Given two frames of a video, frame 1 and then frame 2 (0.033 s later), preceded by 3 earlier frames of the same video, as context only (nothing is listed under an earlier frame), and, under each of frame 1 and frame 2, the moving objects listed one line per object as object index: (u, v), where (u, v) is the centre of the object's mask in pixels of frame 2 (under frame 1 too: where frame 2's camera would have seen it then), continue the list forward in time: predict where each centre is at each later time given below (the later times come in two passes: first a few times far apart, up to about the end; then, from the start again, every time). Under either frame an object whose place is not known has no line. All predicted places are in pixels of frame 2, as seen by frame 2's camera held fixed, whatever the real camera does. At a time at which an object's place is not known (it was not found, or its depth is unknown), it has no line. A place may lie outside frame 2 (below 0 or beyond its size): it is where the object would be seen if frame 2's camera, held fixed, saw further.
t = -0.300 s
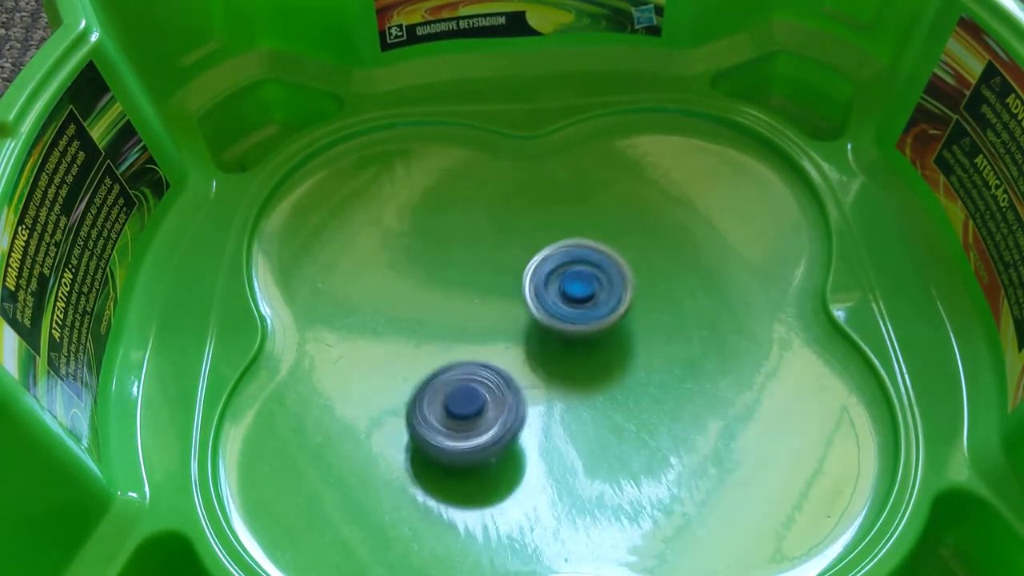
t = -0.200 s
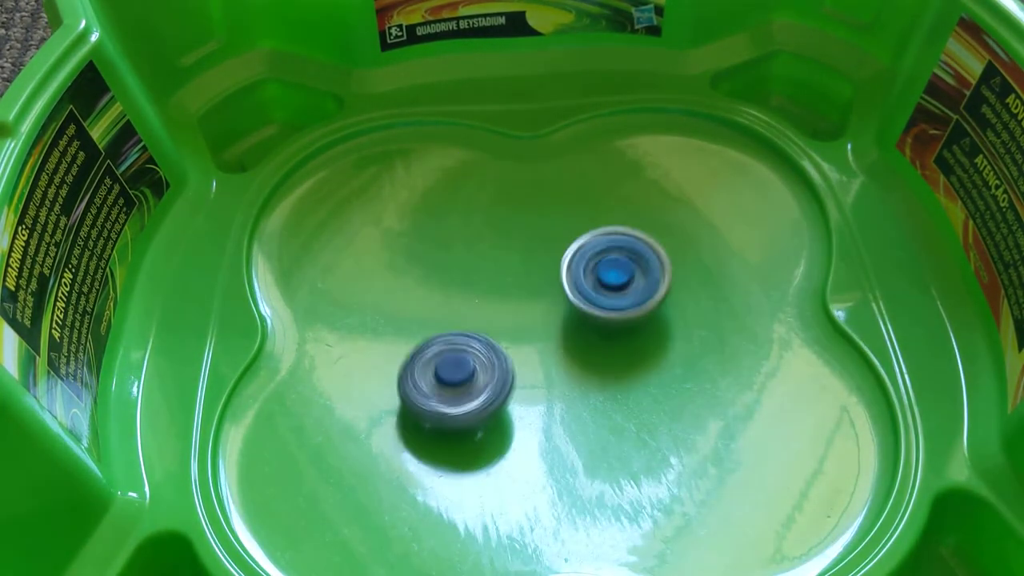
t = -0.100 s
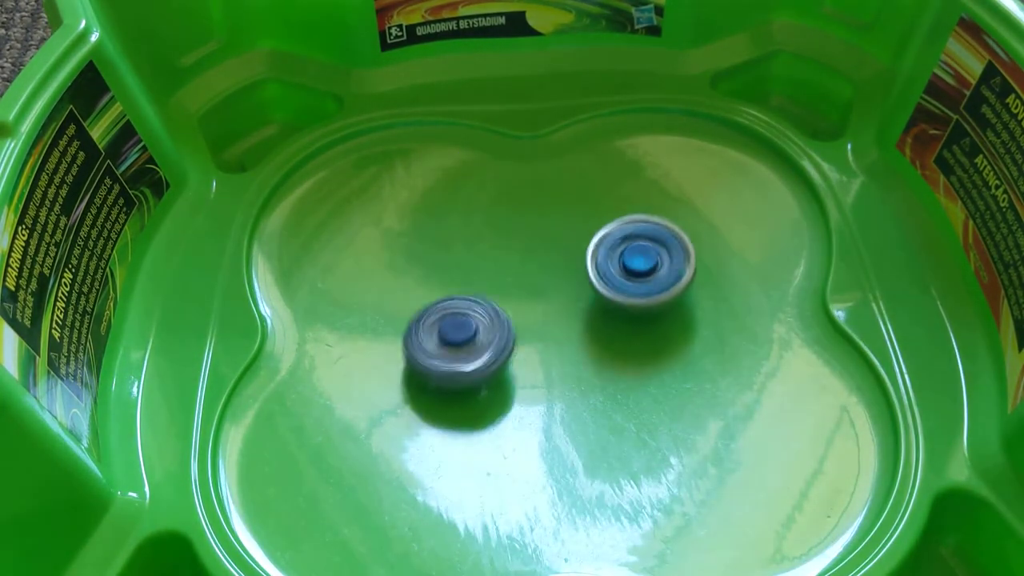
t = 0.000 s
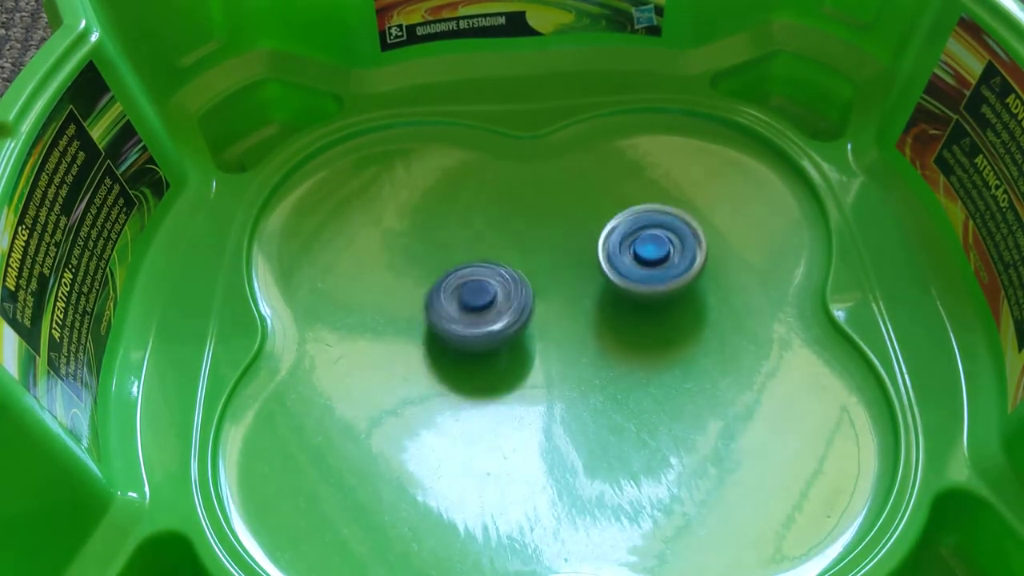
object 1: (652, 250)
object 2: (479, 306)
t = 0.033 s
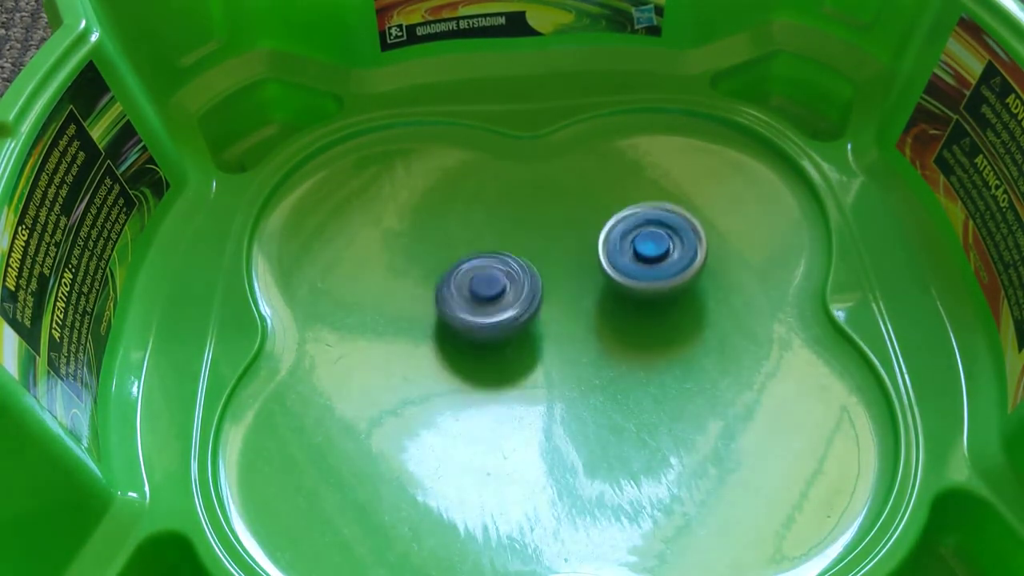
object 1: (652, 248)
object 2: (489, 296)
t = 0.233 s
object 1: (645, 271)
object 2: (523, 266)
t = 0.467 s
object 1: (685, 337)
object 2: (540, 270)
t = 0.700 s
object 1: (705, 379)
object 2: (532, 330)
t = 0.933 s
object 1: (654, 396)
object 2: (468, 350)
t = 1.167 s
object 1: (554, 396)
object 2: (477, 310)
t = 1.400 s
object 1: (469, 434)
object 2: (567, 297)
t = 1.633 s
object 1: (435, 457)
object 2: (606, 353)
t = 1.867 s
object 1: (388, 437)
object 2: (596, 358)
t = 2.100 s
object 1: (323, 424)
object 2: (624, 318)
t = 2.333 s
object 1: (351, 377)
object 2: (590, 320)
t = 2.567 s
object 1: (403, 327)
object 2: (554, 298)
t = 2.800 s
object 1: (408, 301)
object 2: (620, 285)
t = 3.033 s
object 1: (477, 274)
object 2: (572, 340)
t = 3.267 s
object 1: (469, 224)
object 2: (557, 399)
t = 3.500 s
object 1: (510, 238)
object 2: (481, 378)
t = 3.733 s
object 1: (624, 240)
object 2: (419, 349)
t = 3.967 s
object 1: (719, 220)
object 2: (399, 325)
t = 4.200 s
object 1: (772, 245)
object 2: (489, 311)
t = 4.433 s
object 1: (765, 302)
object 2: (577, 325)
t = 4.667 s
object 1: (735, 365)
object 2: (574, 342)
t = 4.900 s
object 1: (678, 418)
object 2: (548, 325)
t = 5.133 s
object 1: (579, 432)
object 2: (582, 292)
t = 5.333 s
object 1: (498, 418)
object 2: (608, 303)
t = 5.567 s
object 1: (430, 371)
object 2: (549, 334)
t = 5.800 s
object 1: (279, 330)
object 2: (614, 304)
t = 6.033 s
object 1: (333, 327)
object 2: (587, 335)
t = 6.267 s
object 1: (405, 288)
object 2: (558, 334)
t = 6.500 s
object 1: (461, 254)
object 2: (558, 341)
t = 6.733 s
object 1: (508, 191)
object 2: (565, 399)
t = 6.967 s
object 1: (561, 183)
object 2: (523, 393)
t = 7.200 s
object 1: (606, 226)
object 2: (515, 336)
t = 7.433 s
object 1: (672, 274)
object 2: (472, 320)
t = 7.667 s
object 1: (648, 335)
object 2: (473, 292)
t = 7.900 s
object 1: (584, 389)
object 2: (521, 285)
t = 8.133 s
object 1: (544, 414)
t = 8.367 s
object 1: (466, 447)
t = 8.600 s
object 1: (460, 391)
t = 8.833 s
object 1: (489, 339)
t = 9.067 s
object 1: (521, 311)
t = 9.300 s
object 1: (563, 293)
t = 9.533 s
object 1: (612, 305)
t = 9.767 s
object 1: (635, 333)
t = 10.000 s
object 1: (607, 355)
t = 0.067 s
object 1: (650, 246)
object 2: (499, 287)
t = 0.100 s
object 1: (645, 246)
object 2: (510, 279)
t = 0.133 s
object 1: (639, 250)
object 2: (522, 274)
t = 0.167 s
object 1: (640, 253)
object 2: (523, 270)
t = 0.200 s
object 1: (645, 265)
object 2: (520, 267)
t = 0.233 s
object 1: (645, 271)
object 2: (523, 266)
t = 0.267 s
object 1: (645, 279)
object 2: (529, 266)
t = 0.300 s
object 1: (644, 287)
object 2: (536, 266)
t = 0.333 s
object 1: (653, 298)
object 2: (538, 265)
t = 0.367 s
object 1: (665, 310)
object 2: (535, 263)
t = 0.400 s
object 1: (673, 321)
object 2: (534, 263)
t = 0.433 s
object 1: (679, 330)
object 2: (536, 266)
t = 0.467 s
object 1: (685, 337)
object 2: (540, 270)
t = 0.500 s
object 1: (690, 345)
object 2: (543, 275)
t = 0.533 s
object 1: (694, 351)
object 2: (546, 282)
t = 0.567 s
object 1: (699, 358)
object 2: (547, 291)
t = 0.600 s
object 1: (702, 363)
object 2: (547, 301)
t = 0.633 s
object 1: (704, 369)
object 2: (544, 311)
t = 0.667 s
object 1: (705, 374)
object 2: (539, 321)
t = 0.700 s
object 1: (705, 379)
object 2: (532, 330)
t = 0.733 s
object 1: (703, 383)
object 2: (525, 337)
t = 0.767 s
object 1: (700, 387)
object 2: (517, 344)
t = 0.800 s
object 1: (693, 390)
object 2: (507, 349)
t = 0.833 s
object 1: (685, 393)
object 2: (497, 351)
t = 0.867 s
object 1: (676, 395)
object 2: (487, 353)
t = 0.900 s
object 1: (666, 396)
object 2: (477, 353)
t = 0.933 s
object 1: (654, 396)
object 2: (468, 350)
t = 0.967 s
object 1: (641, 397)
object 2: (461, 347)
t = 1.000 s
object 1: (627, 397)
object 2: (454, 342)
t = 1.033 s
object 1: (614, 396)
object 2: (451, 335)
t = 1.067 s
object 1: (599, 396)
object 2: (452, 328)
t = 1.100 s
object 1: (585, 395)
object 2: (456, 321)
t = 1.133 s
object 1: (570, 394)
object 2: (465, 314)
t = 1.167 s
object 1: (554, 396)
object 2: (477, 310)
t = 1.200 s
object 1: (539, 396)
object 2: (490, 307)
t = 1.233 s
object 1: (524, 396)
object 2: (505, 306)
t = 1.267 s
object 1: (512, 399)
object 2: (519, 306)
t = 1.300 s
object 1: (499, 412)
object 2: (532, 299)
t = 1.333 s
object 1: (488, 420)
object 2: (544, 295)
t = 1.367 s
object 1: (478, 428)
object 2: (556, 295)
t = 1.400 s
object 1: (469, 434)
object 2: (567, 297)
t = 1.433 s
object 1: (460, 440)
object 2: (577, 301)
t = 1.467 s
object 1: (453, 445)
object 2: (587, 307)
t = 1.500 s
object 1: (447, 450)
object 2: (594, 315)
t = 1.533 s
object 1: (443, 453)
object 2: (601, 323)
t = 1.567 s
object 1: (439, 455)
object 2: (605, 332)
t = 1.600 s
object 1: (436, 457)
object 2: (607, 342)
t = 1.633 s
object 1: (435, 457)
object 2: (606, 353)
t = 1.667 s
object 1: (435, 455)
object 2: (601, 363)
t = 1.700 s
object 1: (438, 450)
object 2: (594, 371)
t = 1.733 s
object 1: (442, 445)
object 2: (584, 379)
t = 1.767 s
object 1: (447, 438)
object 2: (572, 386)
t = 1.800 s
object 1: (449, 431)
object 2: (561, 388)
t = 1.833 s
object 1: (413, 436)
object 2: (580, 373)
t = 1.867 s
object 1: (388, 437)
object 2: (596, 358)
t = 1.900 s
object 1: (370, 438)
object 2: (607, 345)
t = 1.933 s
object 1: (358, 435)
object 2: (614, 335)
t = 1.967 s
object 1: (347, 435)
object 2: (619, 327)
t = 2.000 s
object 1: (339, 432)
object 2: (622, 323)
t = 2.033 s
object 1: (332, 431)
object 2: (623, 320)
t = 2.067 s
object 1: (326, 427)
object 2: (624, 318)
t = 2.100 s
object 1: (323, 424)
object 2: (624, 318)
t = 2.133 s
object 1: (322, 418)
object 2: (623, 318)
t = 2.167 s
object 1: (321, 413)
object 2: (620, 318)
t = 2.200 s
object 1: (323, 406)
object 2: (617, 319)
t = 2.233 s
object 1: (328, 400)
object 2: (611, 319)
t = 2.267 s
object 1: (333, 392)
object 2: (606, 320)
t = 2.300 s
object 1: (341, 385)
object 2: (599, 320)
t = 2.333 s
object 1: (351, 377)
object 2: (590, 320)
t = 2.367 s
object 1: (361, 369)
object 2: (581, 320)
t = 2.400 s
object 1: (372, 361)
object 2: (572, 320)
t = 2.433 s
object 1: (385, 353)
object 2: (562, 319)
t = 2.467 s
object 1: (398, 344)
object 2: (551, 318)
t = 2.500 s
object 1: (411, 335)
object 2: (540, 315)
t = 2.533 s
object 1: (422, 328)
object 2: (533, 310)
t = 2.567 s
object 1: (403, 327)
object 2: (554, 298)
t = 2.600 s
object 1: (389, 324)
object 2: (573, 288)
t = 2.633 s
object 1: (383, 322)
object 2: (588, 280)
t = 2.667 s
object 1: (383, 318)
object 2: (598, 275)
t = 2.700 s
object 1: (387, 315)
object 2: (606, 274)
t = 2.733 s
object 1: (392, 309)
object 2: (611, 275)
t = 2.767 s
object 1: (400, 305)
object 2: (617, 278)
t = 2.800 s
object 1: (408, 301)
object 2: (620, 285)
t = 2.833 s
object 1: (416, 297)
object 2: (619, 293)
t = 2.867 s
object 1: (426, 295)
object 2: (617, 302)
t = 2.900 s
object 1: (436, 291)
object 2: (611, 310)
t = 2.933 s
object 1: (447, 288)
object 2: (602, 319)
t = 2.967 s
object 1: (458, 284)
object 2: (591, 327)
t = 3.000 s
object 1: (469, 280)
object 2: (578, 332)
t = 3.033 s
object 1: (477, 274)
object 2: (572, 340)
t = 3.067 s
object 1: (468, 258)
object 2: (581, 356)
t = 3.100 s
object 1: (463, 247)
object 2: (588, 370)
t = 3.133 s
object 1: (463, 239)
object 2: (589, 380)
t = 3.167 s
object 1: (464, 233)
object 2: (586, 387)
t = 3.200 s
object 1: (464, 229)
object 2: (579, 393)
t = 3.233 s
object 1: (466, 226)
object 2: (568, 396)
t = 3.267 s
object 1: (469, 224)
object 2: (557, 399)
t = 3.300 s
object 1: (472, 222)
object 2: (546, 401)
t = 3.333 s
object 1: (477, 222)
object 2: (534, 401)
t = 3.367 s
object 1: (482, 223)
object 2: (521, 399)
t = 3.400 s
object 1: (488, 225)
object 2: (510, 396)
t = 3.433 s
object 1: (495, 230)
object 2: (499, 392)
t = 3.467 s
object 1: (502, 234)
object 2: (489, 385)
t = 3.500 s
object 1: (510, 238)
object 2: (481, 378)
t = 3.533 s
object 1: (517, 243)
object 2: (475, 369)
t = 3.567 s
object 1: (526, 251)
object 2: (470, 360)
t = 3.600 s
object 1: (535, 256)
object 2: (468, 351)
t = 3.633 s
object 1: (544, 262)
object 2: (468, 342)
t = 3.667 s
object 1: (558, 265)
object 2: (463, 335)
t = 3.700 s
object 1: (594, 251)
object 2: (439, 344)
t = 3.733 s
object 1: (624, 240)
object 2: (419, 349)
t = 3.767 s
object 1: (649, 233)
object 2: (405, 352)
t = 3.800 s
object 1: (667, 228)
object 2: (397, 352)
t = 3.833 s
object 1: (679, 225)
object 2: (393, 349)
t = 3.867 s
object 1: (690, 224)
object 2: (390, 344)
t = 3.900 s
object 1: (699, 221)
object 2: (390, 338)
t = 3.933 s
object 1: (709, 220)
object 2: (393, 331)
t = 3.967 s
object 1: (719, 220)
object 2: (399, 325)
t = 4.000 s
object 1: (728, 220)
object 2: (408, 320)
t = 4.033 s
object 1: (737, 223)
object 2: (420, 315)
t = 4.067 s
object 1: (746, 226)
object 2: (433, 313)
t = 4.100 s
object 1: (753, 229)
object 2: (446, 311)
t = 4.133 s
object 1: (761, 234)
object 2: (461, 310)
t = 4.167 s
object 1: (768, 239)
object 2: (476, 310)
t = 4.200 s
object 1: (772, 245)
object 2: (489, 311)
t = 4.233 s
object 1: (777, 253)
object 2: (503, 312)
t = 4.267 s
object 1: (780, 259)
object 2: (517, 314)
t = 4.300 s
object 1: (780, 267)
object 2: (530, 316)
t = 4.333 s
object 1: (780, 276)
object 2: (542, 318)
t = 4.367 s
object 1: (777, 283)
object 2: (555, 321)
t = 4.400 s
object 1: (771, 293)
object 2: (566, 323)
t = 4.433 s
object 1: (765, 302)
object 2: (577, 325)
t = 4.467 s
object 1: (757, 311)
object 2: (587, 328)
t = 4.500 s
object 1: (747, 321)
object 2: (597, 332)
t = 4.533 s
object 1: (736, 329)
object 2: (605, 335)
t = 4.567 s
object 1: (730, 337)
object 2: (608, 337)
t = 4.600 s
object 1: (735, 347)
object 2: (596, 338)
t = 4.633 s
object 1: (737, 356)
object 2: (585, 339)
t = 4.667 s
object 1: (735, 365)
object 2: (574, 342)
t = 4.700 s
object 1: (731, 374)
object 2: (563, 341)
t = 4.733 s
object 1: (726, 382)
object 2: (556, 341)
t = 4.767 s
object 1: (718, 390)
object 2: (550, 340)
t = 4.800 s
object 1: (710, 399)
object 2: (547, 338)
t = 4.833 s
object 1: (700, 405)
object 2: (545, 334)
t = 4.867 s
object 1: (690, 412)
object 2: (546, 330)
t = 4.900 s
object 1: (678, 418)
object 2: (548, 325)
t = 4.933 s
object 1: (665, 421)
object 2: (552, 319)
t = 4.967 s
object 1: (651, 425)
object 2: (555, 314)
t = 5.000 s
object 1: (637, 428)
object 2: (561, 308)
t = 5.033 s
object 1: (622, 431)
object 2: (565, 303)
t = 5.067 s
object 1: (608, 430)
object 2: (571, 299)
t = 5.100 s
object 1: (593, 430)
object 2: (576, 295)
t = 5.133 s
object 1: (579, 432)
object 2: (582, 292)
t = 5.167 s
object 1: (565, 431)
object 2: (587, 290)
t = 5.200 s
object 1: (550, 429)
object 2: (594, 289)
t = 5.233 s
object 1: (537, 426)
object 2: (599, 289)
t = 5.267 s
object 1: (523, 423)
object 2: (604, 292)
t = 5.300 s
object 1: (510, 422)
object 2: (606, 296)
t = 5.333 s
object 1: (498, 418)
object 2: (608, 303)
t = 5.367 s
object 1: (485, 412)
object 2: (604, 309)
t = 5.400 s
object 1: (474, 407)
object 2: (600, 317)
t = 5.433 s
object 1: (464, 401)
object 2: (591, 323)
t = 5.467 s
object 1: (454, 395)
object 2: (583, 327)
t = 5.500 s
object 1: (446, 388)
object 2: (572, 331)
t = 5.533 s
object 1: (437, 380)
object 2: (562, 333)
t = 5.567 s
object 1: (430, 371)
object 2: (549, 334)
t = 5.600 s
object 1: (425, 363)
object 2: (539, 336)
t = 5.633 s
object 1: (416, 352)
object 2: (531, 334)
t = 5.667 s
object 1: (372, 350)
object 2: (556, 325)
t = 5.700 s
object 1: (335, 346)
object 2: (577, 315)
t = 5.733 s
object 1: (310, 340)
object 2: (595, 309)
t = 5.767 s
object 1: (292, 333)
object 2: (606, 304)
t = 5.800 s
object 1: (279, 330)
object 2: (614, 304)
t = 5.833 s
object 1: (272, 328)
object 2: (619, 305)
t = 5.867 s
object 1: (270, 328)
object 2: (620, 310)
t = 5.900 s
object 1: (278, 328)
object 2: (620, 315)
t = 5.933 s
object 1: (290, 330)
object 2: (614, 322)
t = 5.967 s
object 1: (302, 330)
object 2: (607, 327)
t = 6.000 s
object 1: (318, 329)
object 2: (598, 331)
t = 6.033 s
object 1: (333, 327)
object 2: (587, 335)
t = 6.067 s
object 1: (348, 324)
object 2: (577, 335)
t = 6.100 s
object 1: (365, 320)
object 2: (565, 336)
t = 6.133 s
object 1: (382, 316)
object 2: (554, 335)
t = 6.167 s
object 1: (398, 311)
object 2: (543, 334)
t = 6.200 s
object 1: (413, 305)
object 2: (533, 332)
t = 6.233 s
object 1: (412, 297)
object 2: (542, 332)
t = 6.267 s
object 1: (405, 288)
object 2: (558, 334)
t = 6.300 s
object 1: (406, 278)
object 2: (569, 336)
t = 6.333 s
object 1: (412, 273)
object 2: (574, 336)
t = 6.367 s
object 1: (421, 267)
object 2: (576, 338)
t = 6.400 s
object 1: (430, 262)
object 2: (574, 337)
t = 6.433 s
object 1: (440, 260)
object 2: (569, 339)
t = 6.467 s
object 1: (451, 256)
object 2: (565, 341)
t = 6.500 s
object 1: (461, 254)
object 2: (558, 341)
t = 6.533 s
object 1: (473, 253)
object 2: (551, 341)
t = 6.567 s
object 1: (484, 252)
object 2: (544, 339)
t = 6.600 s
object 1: (492, 244)
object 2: (544, 347)
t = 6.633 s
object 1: (492, 223)
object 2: (553, 366)
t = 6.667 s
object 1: (495, 207)
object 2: (560, 380)
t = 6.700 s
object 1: (501, 197)
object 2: (564, 391)
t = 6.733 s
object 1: (508, 191)
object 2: (565, 399)
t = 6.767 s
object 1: (514, 188)
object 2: (564, 403)
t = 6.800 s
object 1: (521, 184)
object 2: (560, 404)
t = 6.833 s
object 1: (528, 182)
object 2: (553, 406)
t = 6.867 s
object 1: (536, 181)
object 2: (545, 406)
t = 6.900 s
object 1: (544, 180)
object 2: (538, 403)
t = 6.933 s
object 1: (552, 181)
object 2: (529, 398)
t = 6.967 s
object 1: (561, 183)
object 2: (523, 393)
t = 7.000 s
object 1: (569, 187)
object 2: (519, 385)
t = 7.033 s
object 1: (577, 191)
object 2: (515, 377)
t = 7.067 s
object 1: (584, 196)
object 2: (513, 368)
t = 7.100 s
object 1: (591, 203)
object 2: (512, 360)
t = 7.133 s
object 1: (597, 209)
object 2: (513, 352)
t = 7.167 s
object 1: (602, 218)
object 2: (514, 344)
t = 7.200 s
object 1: (606, 226)
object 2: (515, 336)
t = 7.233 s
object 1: (610, 236)
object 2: (518, 330)
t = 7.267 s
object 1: (611, 246)
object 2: (521, 322)
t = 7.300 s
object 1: (614, 255)
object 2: (522, 316)
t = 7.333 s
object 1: (636, 256)
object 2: (503, 319)
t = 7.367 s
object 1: (655, 260)
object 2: (489, 320)
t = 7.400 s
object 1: (666, 265)
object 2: (479, 320)
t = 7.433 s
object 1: (672, 274)
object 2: (472, 320)
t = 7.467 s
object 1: (672, 283)
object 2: (469, 318)
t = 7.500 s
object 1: (672, 293)
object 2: (467, 314)
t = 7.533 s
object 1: (669, 302)
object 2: (466, 310)
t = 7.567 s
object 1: (667, 311)
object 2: (465, 306)
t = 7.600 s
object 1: (661, 319)
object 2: (467, 301)
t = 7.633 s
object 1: (656, 328)
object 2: (470, 295)
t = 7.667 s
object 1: (648, 335)
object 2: (473, 292)
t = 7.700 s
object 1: (640, 344)
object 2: (480, 289)
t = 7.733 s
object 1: (631, 350)
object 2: (489, 287)
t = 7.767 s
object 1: (620, 358)
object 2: (497, 287)
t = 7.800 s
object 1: (608, 361)
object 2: (507, 289)
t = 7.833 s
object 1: (595, 366)
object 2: (517, 293)
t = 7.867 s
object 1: (585, 370)
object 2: (525, 296)
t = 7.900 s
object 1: (584, 389)
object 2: (521, 285)
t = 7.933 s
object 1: (584, 406)
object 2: (521, 278)
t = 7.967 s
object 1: (581, 418)
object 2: (524, 274)
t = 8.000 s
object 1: (575, 426)
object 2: (529, 273)
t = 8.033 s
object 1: (570, 429)
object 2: (534, 274)
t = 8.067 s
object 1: (562, 426)
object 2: (542, 279)
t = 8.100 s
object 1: (553, 422)
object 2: (549, 283)
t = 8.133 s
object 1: (544, 414)
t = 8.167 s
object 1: (536, 407)
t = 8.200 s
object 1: (529, 398)
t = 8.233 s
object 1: (521, 399)
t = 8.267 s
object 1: (503, 420)
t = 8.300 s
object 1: (488, 435)
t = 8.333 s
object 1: (474, 445)
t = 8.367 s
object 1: (466, 447)
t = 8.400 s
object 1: (459, 444)
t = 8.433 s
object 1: (457, 437)
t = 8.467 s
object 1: (454, 428)
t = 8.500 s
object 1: (454, 419)
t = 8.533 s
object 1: (454, 411)
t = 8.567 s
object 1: (456, 402)
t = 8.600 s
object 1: (460, 391)
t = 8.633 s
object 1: (463, 382)
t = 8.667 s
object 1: (469, 375)
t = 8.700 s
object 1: (475, 365)
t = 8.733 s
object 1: (482, 360)
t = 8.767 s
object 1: (489, 351)
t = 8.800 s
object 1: (497, 345)
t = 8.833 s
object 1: (489, 339)
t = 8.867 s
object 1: (485, 336)
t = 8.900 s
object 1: (486, 331)
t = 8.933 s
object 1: (492, 326)
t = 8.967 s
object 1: (500, 323)
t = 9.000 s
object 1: (510, 320)
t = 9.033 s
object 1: (519, 318)
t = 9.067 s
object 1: (521, 311)
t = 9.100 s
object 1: (521, 305)
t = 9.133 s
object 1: (523, 299)
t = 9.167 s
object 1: (531, 296)
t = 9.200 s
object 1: (539, 296)
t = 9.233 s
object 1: (547, 295)
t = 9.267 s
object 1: (555, 294)
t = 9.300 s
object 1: (563, 293)
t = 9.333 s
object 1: (571, 295)
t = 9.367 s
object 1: (578, 294)
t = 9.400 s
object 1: (587, 296)
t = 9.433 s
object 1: (593, 298)
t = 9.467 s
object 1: (600, 299)
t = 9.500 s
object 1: (606, 302)
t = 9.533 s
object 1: (612, 305)
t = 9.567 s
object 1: (617, 309)
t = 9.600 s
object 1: (621, 312)
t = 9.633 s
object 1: (626, 316)
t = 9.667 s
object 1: (629, 319)
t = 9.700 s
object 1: (632, 324)
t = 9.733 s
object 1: (634, 328)
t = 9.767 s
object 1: (635, 333)
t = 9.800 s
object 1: (633, 336)
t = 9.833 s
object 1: (632, 340)
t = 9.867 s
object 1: (629, 344)
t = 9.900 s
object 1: (625, 347)
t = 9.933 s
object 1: (620, 350)
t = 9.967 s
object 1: (614, 352)
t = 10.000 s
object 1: (607, 355)
